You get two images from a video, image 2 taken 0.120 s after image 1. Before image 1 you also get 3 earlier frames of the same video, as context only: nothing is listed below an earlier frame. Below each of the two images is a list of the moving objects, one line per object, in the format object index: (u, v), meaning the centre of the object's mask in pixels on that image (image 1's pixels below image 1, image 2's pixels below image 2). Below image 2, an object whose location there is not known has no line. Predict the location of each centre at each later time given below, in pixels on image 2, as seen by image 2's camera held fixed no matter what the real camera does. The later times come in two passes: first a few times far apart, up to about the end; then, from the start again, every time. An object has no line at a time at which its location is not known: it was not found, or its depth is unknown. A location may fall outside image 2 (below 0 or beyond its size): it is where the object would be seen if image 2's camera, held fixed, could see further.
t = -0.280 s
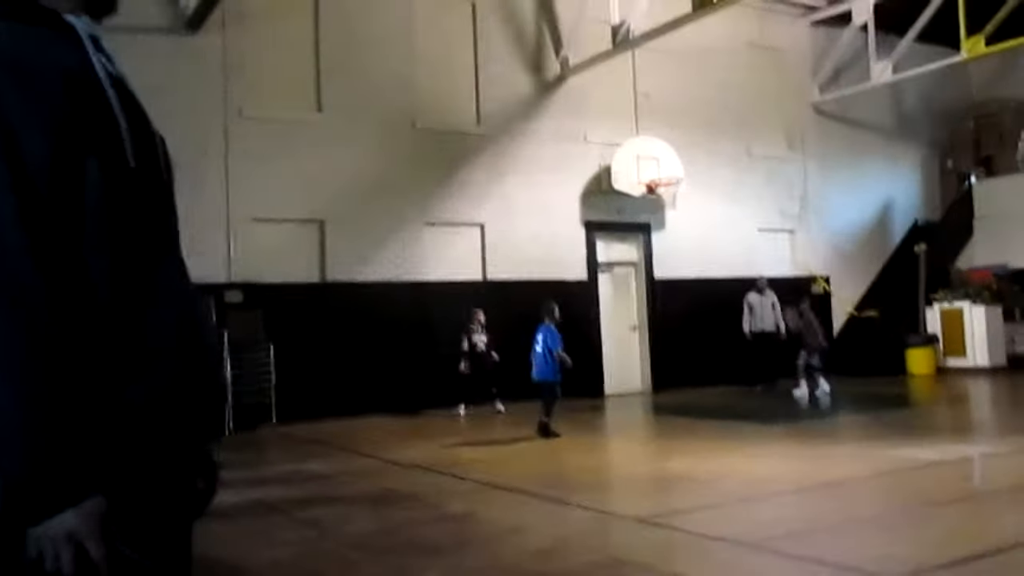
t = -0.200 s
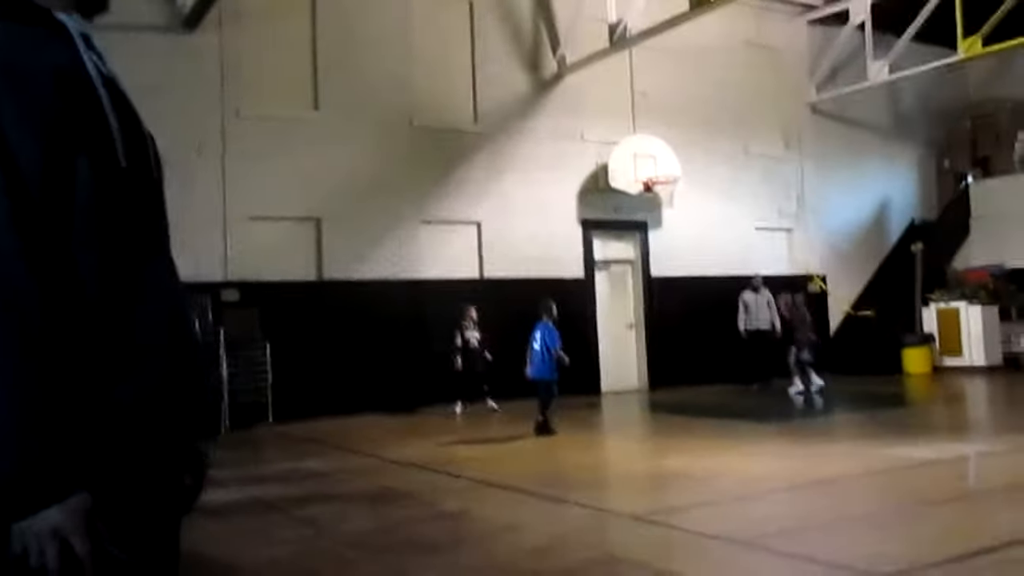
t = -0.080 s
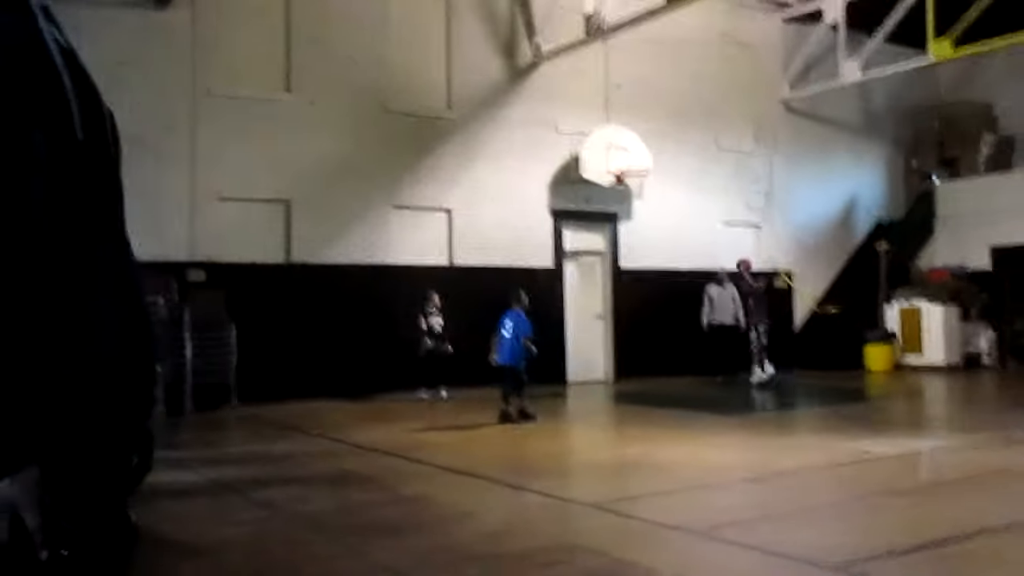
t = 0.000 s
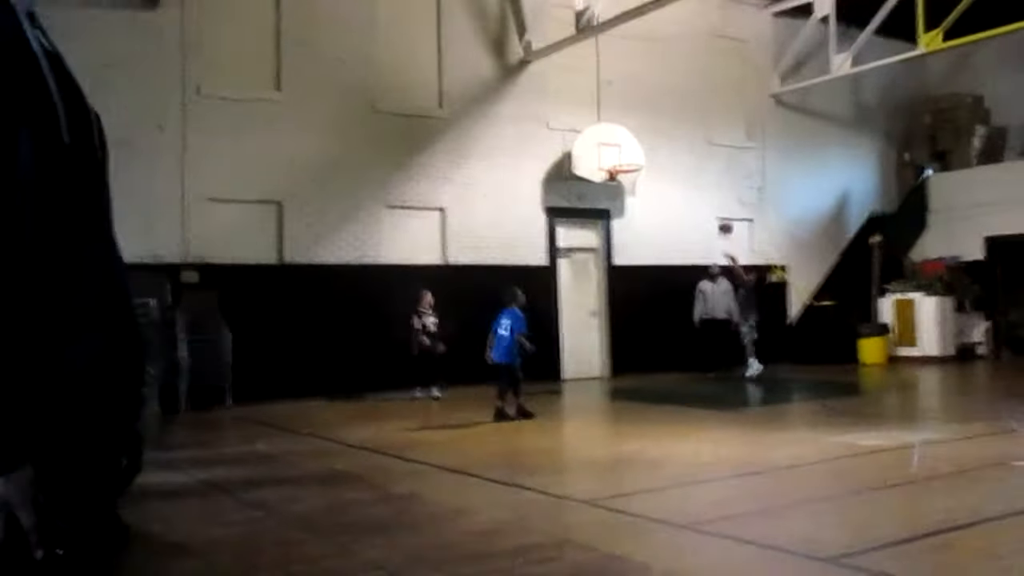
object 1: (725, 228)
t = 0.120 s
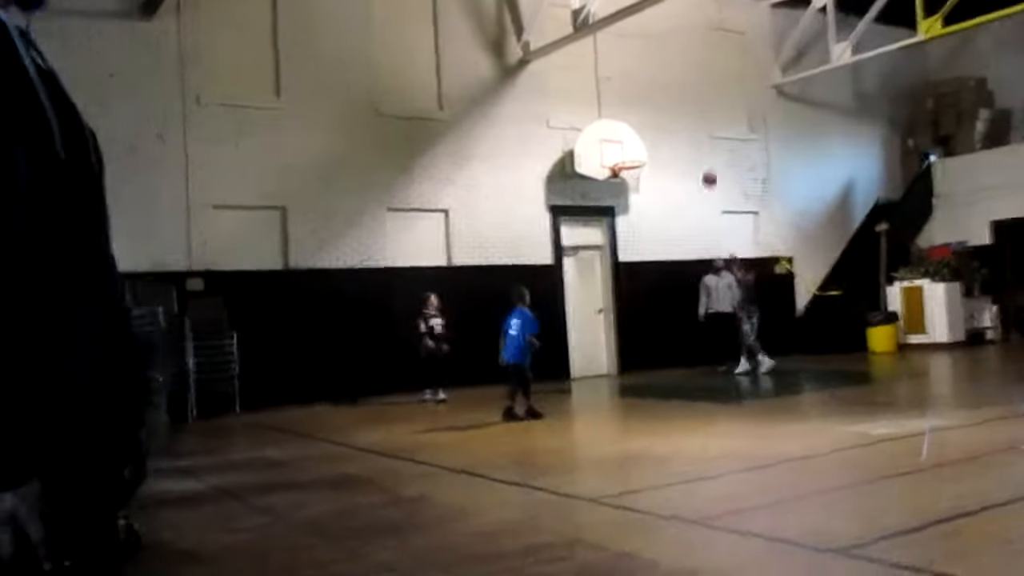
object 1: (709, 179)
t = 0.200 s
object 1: (696, 157)
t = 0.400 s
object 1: (666, 123)
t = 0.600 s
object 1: (641, 114)
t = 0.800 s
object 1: (638, 114)
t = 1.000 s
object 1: (655, 124)
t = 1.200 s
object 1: (673, 158)
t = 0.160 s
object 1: (702, 167)
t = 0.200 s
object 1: (696, 157)
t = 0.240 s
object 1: (690, 148)
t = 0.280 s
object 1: (684, 139)
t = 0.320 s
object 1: (678, 133)
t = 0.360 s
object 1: (672, 127)
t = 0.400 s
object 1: (666, 123)
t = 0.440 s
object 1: (661, 119)
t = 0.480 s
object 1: (656, 116)
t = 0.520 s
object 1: (651, 114)
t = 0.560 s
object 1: (646, 114)
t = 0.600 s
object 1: (641, 114)
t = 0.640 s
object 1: (637, 115)
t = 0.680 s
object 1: (632, 118)
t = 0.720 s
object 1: (632, 118)
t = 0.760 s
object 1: (635, 116)
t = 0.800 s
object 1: (638, 114)
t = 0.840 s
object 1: (641, 114)
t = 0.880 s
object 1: (645, 115)
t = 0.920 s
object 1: (647, 117)
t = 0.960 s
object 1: (651, 120)
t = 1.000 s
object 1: (655, 124)
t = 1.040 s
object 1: (658, 128)
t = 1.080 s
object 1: (662, 134)
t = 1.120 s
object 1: (666, 142)
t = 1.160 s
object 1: (670, 149)
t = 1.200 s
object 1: (673, 158)
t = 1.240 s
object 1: (677, 168)
